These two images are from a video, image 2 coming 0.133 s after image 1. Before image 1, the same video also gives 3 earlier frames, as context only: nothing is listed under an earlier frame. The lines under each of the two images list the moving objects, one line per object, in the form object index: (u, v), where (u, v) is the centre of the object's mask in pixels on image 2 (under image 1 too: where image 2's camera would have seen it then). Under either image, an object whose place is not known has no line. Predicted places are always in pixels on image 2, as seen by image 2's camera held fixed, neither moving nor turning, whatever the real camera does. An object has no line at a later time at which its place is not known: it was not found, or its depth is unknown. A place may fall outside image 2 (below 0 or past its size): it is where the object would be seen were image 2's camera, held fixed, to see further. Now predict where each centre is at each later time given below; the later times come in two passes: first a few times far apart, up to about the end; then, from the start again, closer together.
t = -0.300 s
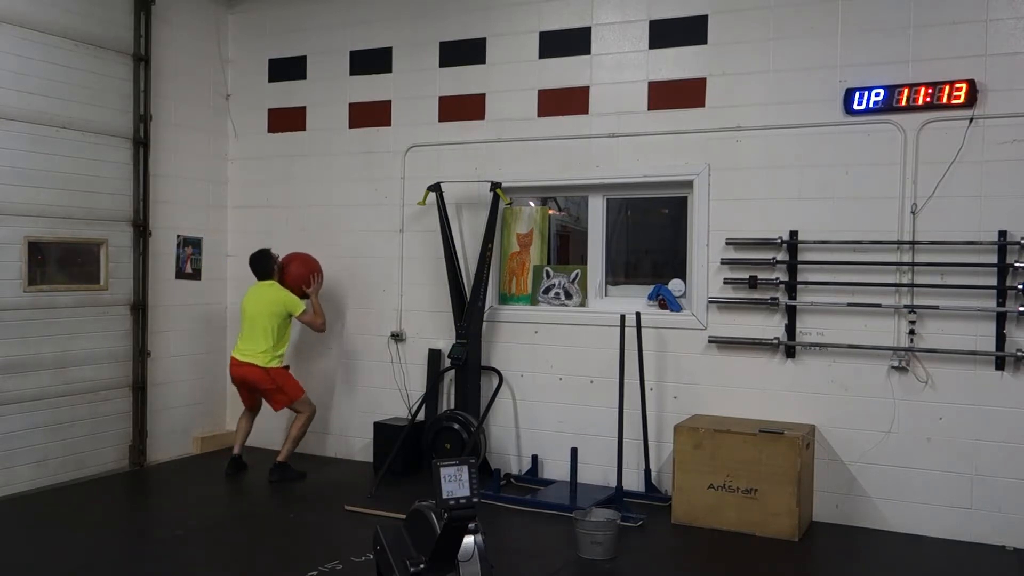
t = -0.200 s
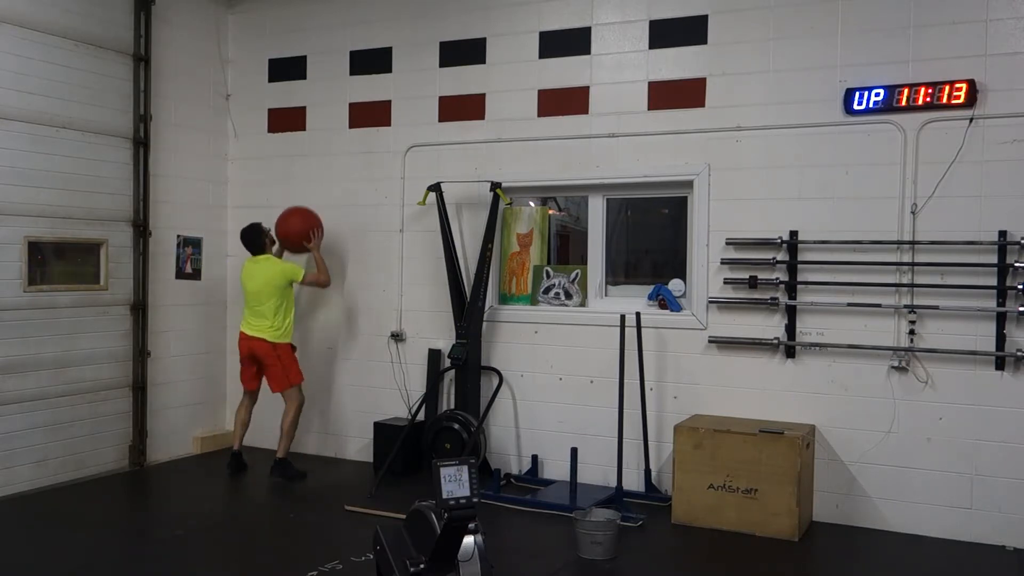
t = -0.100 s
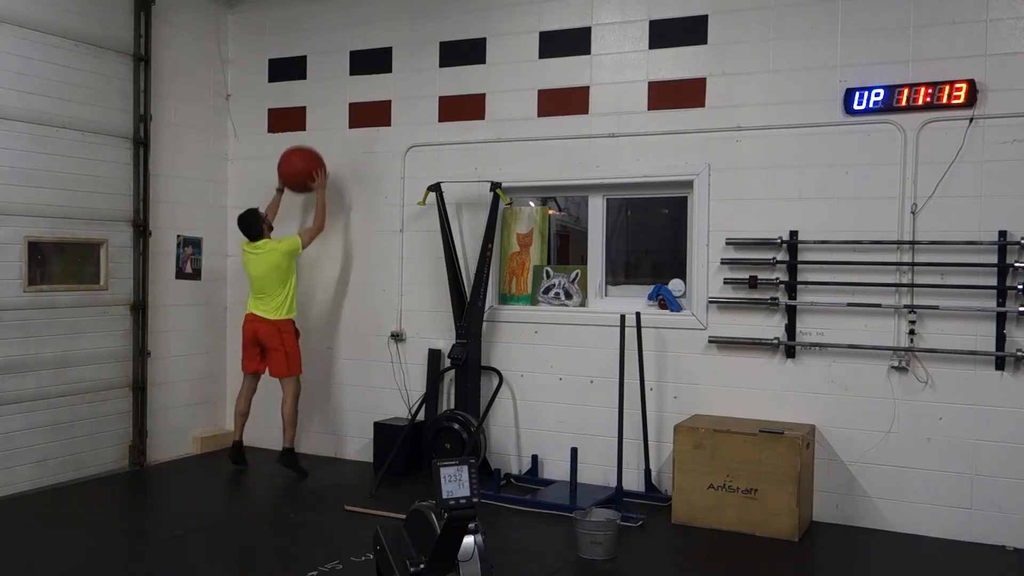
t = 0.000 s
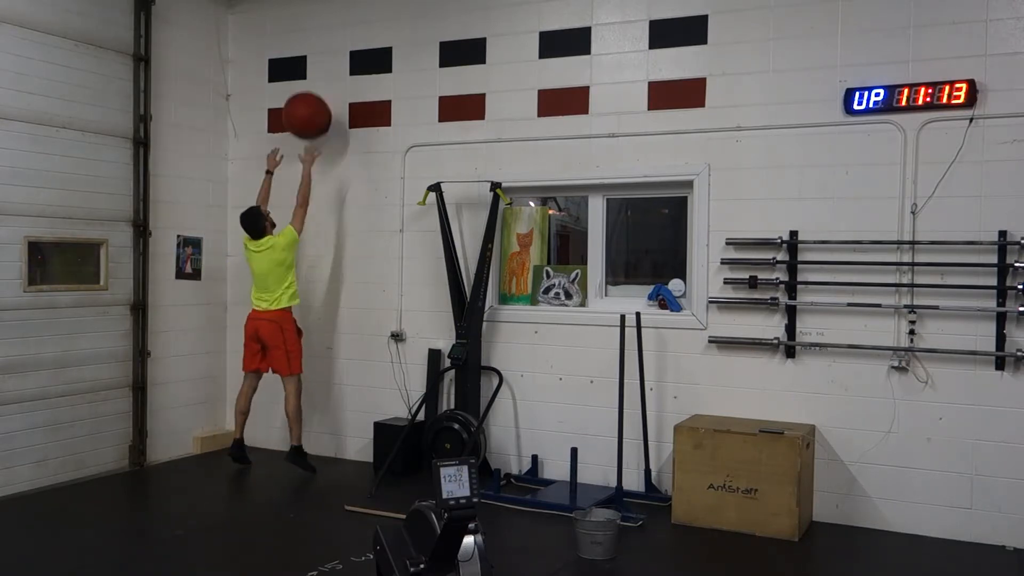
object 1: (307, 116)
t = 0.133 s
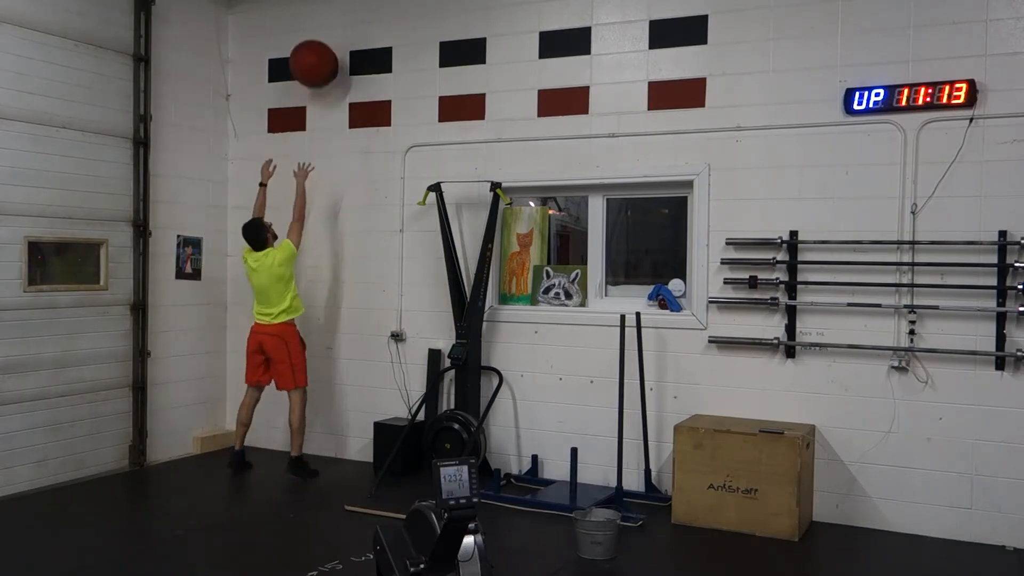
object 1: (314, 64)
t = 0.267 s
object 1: (321, 35)
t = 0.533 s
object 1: (323, 40)
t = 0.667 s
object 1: (320, 74)
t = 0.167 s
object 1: (315, 54)
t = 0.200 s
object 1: (317, 46)
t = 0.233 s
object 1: (319, 40)
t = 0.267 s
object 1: (321, 35)
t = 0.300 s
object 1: (322, 31)
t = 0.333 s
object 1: (324, 29)
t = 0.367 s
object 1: (325, 28)
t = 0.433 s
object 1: (325, 29)
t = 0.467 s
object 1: (325, 31)
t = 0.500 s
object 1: (324, 35)
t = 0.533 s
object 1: (323, 40)
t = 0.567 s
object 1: (322, 46)
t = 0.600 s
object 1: (322, 54)
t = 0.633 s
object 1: (321, 63)
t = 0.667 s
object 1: (320, 74)
